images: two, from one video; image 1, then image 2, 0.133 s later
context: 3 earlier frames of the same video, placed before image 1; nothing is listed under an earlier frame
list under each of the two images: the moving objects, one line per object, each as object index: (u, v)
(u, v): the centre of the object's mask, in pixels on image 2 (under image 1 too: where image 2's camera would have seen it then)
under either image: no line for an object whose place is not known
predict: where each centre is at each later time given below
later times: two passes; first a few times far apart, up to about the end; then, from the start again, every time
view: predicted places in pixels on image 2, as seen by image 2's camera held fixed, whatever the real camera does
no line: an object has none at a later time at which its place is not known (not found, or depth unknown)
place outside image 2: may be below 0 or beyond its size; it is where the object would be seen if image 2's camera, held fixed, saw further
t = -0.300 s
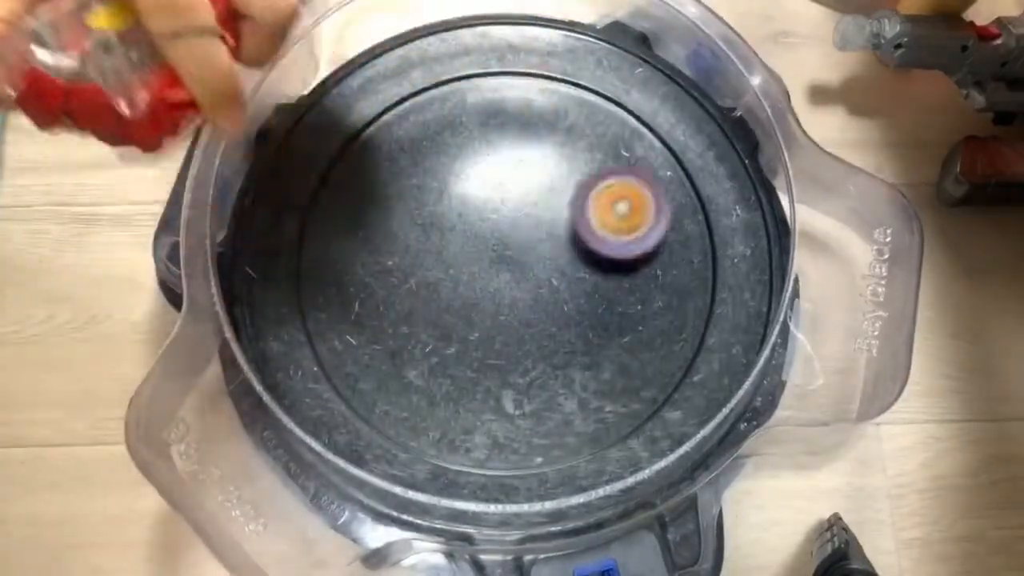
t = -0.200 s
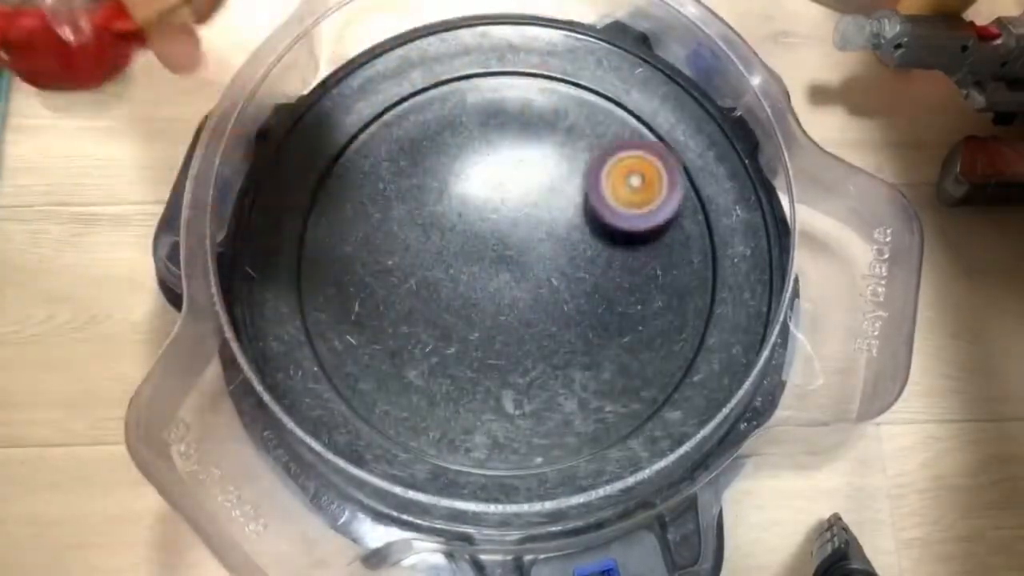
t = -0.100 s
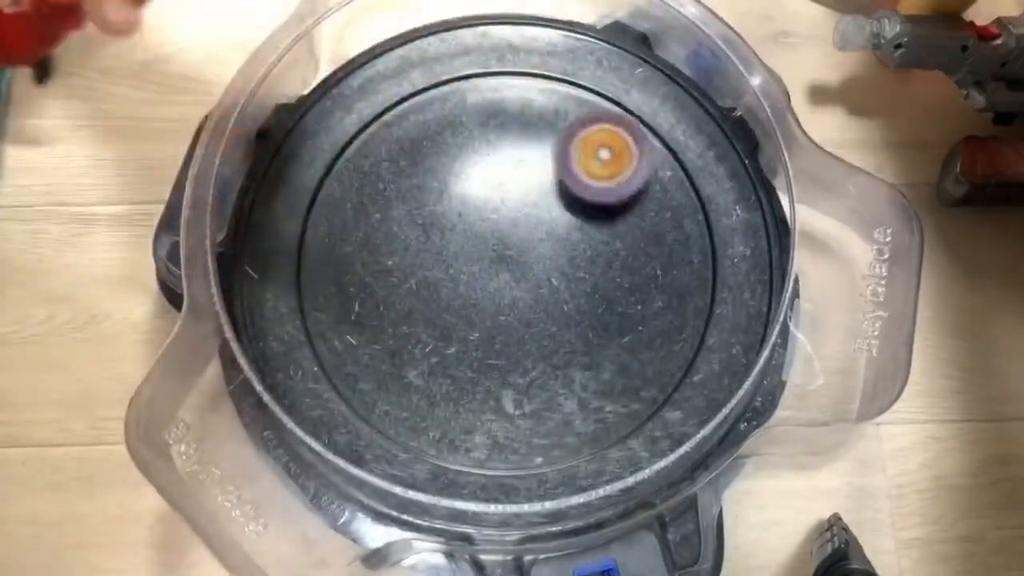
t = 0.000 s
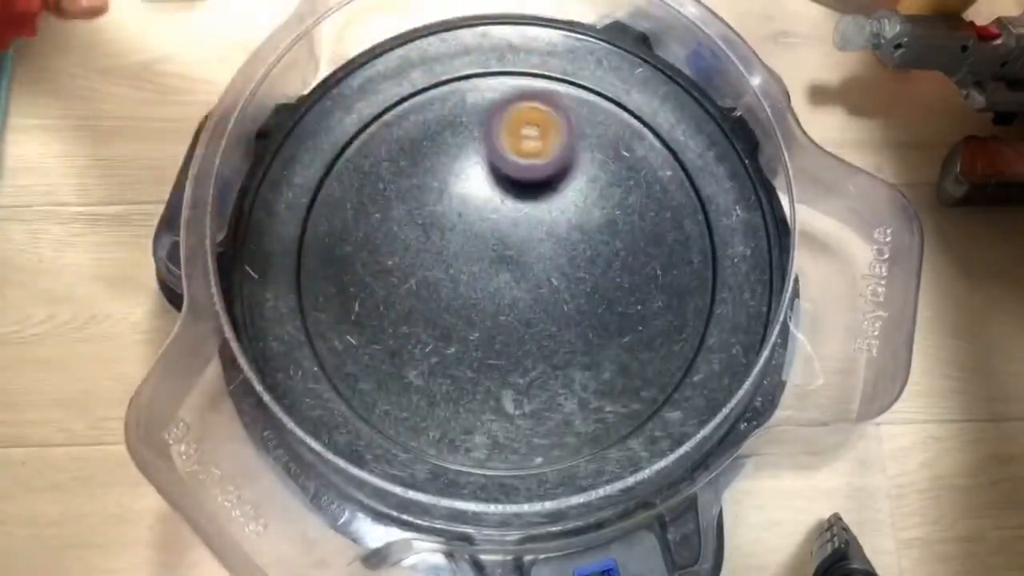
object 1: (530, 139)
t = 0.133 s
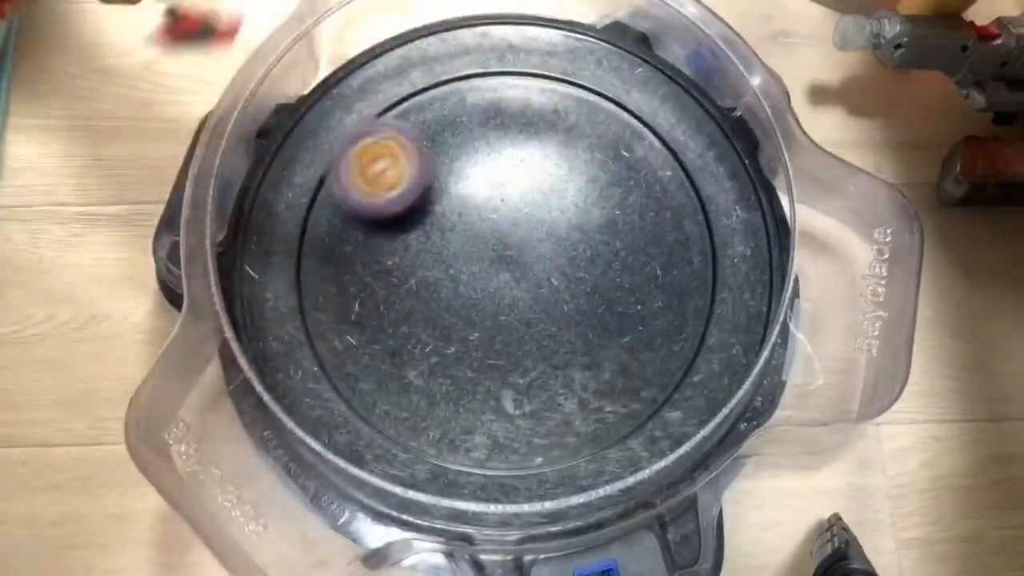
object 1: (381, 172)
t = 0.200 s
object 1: (318, 231)
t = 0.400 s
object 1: (361, 464)
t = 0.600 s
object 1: (608, 299)
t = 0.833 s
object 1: (543, 81)
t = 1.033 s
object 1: (286, 214)
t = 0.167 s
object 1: (350, 201)
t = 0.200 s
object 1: (318, 231)
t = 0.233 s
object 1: (299, 269)
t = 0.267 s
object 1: (291, 308)
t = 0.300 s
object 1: (301, 347)
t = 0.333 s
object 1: (313, 387)
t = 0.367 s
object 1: (333, 424)
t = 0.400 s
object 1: (361, 464)
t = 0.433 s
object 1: (402, 480)
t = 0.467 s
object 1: (441, 449)
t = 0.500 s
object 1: (480, 422)
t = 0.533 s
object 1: (522, 386)
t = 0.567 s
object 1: (565, 345)
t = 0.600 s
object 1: (608, 299)
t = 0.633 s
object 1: (645, 251)
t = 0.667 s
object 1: (677, 194)
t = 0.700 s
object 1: (694, 141)
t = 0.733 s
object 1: (675, 105)
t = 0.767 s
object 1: (636, 91)
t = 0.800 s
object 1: (591, 85)
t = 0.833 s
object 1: (543, 81)
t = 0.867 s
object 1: (491, 85)
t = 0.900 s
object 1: (438, 90)
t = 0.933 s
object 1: (381, 102)
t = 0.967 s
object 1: (334, 123)
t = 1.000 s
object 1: (298, 158)
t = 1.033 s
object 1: (286, 214)
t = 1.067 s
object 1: (279, 275)
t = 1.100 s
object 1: (289, 337)
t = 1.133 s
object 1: (297, 407)
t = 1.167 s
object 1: (323, 472)
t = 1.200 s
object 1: (350, 517)
